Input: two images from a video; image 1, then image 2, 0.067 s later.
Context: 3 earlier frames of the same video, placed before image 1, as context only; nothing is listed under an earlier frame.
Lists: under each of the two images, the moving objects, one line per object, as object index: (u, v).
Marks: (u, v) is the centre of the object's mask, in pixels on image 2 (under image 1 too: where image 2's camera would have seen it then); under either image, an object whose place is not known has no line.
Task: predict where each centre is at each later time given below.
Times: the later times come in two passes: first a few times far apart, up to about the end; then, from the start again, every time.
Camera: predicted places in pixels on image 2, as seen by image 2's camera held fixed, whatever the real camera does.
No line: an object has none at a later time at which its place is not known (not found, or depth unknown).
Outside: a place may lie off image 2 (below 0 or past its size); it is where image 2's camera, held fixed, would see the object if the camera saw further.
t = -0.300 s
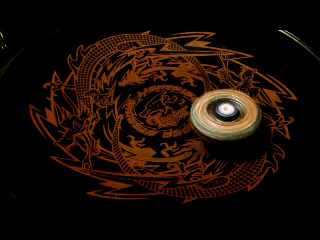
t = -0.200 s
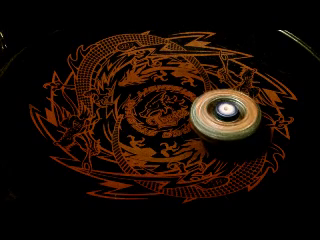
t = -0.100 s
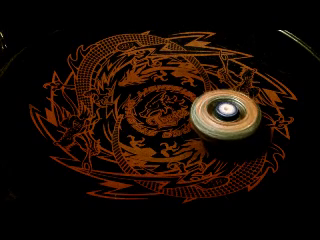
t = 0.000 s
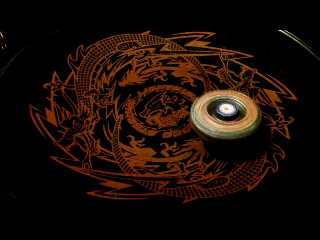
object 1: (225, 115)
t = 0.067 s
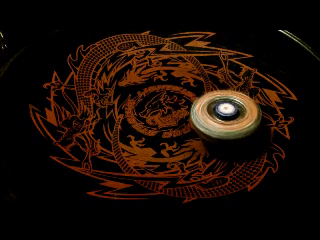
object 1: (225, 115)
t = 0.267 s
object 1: (225, 115)
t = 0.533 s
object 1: (225, 115)
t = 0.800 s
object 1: (225, 115)
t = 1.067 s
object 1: (225, 115)
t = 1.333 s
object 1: (225, 115)
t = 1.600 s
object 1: (225, 115)
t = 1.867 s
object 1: (225, 115)
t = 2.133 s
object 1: (225, 115)
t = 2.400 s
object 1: (225, 115)
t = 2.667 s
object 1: (225, 115)
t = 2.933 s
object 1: (225, 115)
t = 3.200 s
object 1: (225, 115)
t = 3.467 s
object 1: (225, 115)
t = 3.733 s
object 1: (225, 115)
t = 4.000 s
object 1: (225, 115)
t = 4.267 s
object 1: (225, 115)
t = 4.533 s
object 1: (225, 114)
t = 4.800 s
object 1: (226, 115)
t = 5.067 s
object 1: (224, 115)
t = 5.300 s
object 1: (234, 116)
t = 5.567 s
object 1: (226, 114)
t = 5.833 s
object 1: (226, 112)
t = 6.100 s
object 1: (226, 112)
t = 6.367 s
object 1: (224, 110)
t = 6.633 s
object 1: (224, 109)
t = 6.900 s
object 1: (222, 111)
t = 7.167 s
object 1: (226, 110)
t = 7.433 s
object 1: (225, 113)
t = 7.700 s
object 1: (226, 111)
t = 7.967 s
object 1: (228, 110)
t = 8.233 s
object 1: (222, 111)
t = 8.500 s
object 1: (224, 108)
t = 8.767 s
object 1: (221, 112)
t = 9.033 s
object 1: (218, 109)
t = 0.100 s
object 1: (225, 115)
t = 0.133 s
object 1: (225, 115)
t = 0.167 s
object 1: (225, 115)
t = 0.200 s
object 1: (225, 115)
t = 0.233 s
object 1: (225, 115)
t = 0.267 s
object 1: (225, 115)
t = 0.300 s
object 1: (225, 115)
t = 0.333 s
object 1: (225, 115)
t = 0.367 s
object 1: (225, 115)
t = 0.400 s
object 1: (225, 115)
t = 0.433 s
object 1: (225, 115)
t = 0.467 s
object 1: (225, 115)
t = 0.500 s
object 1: (225, 115)
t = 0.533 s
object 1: (225, 115)
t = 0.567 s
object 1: (225, 115)
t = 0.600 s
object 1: (225, 115)
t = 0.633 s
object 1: (225, 115)
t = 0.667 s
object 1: (225, 115)
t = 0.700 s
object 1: (225, 115)
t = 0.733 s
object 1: (225, 115)
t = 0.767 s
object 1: (225, 114)
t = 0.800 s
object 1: (225, 115)
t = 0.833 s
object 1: (225, 115)
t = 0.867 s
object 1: (225, 115)
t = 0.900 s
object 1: (225, 115)
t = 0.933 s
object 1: (225, 115)
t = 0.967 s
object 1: (225, 115)
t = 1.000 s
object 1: (225, 115)
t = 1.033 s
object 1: (225, 115)
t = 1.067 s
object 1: (225, 115)
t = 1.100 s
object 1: (225, 115)
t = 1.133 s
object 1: (225, 115)
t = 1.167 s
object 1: (225, 115)
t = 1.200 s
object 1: (225, 115)
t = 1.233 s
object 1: (225, 115)
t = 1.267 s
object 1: (225, 115)
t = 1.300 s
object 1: (225, 115)
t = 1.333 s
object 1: (225, 115)
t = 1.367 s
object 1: (225, 115)
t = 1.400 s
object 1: (225, 115)
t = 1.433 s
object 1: (225, 115)
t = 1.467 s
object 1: (225, 115)
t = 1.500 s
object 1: (225, 115)
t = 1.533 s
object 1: (225, 115)
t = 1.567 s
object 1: (225, 115)
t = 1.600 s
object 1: (225, 115)
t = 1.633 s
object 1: (225, 115)
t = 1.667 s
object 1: (225, 115)
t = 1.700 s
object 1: (225, 115)
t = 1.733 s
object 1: (225, 115)
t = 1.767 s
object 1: (225, 115)
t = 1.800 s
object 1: (225, 115)
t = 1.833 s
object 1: (225, 115)
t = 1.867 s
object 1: (225, 115)
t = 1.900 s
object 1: (225, 115)
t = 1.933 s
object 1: (225, 115)
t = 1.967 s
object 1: (225, 115)
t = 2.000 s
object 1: (225, 115)
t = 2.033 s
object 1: (225, 115)
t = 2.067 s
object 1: (225, 115)
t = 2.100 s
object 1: (225, 115)
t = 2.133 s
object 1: (225, 115)
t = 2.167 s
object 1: (225, 115)
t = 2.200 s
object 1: (225, 115)
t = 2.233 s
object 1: (225, 115)
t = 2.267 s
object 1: (225, 115)
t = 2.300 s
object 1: (225, 115)
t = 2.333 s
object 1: (225, 115)
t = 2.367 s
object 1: (225, 115)
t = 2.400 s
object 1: (225, 115)
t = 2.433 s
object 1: (225, 115)
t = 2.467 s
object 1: (225, 115)
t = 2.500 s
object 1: (225, 115)
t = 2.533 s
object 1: (225, 115)
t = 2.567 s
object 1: (225, 115)
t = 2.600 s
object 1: (225, 115)
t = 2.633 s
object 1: (225, 115)
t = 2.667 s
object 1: (225, 115)
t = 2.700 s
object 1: (225, 115)
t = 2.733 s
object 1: (225, 115)
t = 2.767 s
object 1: (225, 115)
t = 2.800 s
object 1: (225, 115)
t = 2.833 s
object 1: (225, 115)
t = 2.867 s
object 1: (225, 115)
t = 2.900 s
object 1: (225, 115)
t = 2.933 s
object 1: (225, 115)
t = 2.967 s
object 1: (225, 115)
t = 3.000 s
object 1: (225, 115)
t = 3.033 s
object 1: (225, 115)
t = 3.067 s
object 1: (225, 115)
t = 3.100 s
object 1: (225, 115)
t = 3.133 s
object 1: (225, 115)
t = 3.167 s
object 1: (225, 115)
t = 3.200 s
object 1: (225, 115)
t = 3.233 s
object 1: (225, 115)
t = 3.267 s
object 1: (225, 115)
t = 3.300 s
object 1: (225, 115)
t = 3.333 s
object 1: (225, 115)
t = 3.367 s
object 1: (225, 115)
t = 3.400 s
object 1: (225, 115)
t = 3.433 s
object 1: (225, 115)
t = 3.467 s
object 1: (225, 115)
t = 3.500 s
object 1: (225, 115)
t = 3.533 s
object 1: (225, 115)
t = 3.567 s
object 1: (225, 115)
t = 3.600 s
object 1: (225, 115)
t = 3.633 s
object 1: (225, 115)
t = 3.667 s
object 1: (225, 115)
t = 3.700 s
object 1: (225, 115)
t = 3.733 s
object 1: (225, 115)
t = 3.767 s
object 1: (225, 115)
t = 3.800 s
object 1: (225, 115)
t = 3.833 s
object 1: (225, 115)
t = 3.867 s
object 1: (225, 115)
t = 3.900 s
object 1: (225, 115)
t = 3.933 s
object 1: (225, 114)
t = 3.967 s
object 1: (225, 115)
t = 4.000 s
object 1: (225, 115)
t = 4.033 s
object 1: (225, 115)
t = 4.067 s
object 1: (225, 115)
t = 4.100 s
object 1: (225, 115)
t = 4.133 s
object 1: (225, 115)
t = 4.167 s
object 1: (225, 115)
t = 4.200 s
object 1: (225, 115)
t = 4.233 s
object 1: (225, 115)
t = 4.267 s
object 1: (225, 115)
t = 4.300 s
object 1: (225, 115)
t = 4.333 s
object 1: (225, 115)
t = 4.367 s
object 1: (225, 115)
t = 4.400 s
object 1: (225, 115)
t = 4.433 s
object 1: (225, 115)
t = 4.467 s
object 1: (225, 114)
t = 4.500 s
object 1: (225, 114)
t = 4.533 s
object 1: (225, 114)
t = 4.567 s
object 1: (225, 115)
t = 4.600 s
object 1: (225, 115)
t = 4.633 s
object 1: (225, 115)
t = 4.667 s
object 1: (225, 115)
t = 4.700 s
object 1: (225, 115)
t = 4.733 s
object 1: (225, 115)
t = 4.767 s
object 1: (225, 116)
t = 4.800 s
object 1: (226, 115)
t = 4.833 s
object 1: (226, 115)
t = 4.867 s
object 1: (226, 115)
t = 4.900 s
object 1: (226, 114)
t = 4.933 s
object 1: (225, 114)
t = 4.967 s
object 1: (225, 114)
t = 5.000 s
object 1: (224, 114)
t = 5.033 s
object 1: (223, 115)
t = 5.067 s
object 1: (224, 115)
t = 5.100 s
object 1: (224, 116)
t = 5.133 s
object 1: (224, 117)
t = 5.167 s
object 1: (226, 118)
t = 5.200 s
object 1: (229, 119)
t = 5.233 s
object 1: (232, 119)
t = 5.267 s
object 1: (234, 117)
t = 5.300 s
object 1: (234, 116)
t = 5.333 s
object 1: (233, 115)
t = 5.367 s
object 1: (230, 115)
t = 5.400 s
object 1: (227, 115)
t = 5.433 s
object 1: (223, 116)
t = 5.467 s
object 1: (222, 116)
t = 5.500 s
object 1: (223, 115)
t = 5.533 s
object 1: (225, 114)
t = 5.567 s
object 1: (226, 114)
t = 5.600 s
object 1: (227, 114)
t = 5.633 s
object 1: (227, 114)
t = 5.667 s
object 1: (227, 112)
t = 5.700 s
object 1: (227, 112)
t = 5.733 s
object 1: (228, 110)
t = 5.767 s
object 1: (226, 110)
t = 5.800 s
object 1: (226, 111)
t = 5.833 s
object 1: (226, 112)
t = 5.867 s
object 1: (224, 112)
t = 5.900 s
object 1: (224, 111)
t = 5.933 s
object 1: (224, 112)
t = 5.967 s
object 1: (224, 113)
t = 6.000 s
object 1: (224, 114)
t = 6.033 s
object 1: (224, 114)
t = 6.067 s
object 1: (225, 112)
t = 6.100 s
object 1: (226, 112)
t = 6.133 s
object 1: (227, 110)
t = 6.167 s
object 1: (226, 112)
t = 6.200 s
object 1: (225, 111)
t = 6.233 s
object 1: (224, 111)
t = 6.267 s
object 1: (223, 108)
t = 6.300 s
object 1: (223, 107)
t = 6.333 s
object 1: (224, 109)
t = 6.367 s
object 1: (224, 110)
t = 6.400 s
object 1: (222, 111)
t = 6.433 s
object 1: (222, 113)
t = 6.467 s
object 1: (222, 113)
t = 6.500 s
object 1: (222, 111)
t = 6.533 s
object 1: (224, 111)
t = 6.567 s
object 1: (225, 111)
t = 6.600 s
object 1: (225, 111)
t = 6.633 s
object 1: (224, 109)
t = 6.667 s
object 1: (224, 110)
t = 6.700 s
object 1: (225, 108)
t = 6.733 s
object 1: (223, 107)
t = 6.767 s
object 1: (224, 109)
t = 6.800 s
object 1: (224, 111)
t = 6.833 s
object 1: (223, 111)
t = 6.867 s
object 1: (222, 110)
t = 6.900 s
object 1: (222, 111)
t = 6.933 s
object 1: (223, 111)
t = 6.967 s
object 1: (225, 111)
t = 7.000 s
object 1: (225, 112)
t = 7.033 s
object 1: (226, 112)
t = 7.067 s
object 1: (225, 111)
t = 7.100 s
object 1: (225, 110)
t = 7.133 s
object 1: (227, 109)
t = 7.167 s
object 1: (226, 110)
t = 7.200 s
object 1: (226, 111)
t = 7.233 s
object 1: (224, 111)
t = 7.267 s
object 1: (223, 111)
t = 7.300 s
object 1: (222, 110)
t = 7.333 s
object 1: (222, 111)
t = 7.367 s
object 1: (224, 111)
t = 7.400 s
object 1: (225, 112)
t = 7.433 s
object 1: (225, 113)
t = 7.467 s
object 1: (226, 112)
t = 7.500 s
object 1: (226, 111)
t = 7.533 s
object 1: (226, 109)
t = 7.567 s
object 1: (227, 109)
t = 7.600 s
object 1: (229, 109)
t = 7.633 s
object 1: (227, 109)
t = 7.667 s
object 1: (225, 109)
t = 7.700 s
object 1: (226, 111)
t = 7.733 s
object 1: (224, 111)
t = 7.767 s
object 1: (223, 110)
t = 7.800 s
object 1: (223, 112)
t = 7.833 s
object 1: (224, 111)
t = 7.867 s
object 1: (225, 111)
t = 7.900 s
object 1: (227, 111)
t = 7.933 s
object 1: (228, 110)
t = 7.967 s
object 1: (228, 110)
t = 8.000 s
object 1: (227, 108)
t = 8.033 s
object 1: (228, 110)
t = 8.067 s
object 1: (228, 108)
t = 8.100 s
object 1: (227, 109)
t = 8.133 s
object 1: (227, 109)
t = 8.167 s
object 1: (226, 111)
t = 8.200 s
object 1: (223, 110)
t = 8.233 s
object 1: (222, 111)
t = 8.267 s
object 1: (222, 112)
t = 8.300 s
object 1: (223, 112)
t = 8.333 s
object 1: (223, 111)
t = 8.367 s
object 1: (223, 109)
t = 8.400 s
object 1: (224, 108)
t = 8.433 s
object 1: (224, 107)
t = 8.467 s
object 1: (224, 108)
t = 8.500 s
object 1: (224, 108)
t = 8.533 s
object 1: (223, 107)
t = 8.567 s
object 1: (222, 107)
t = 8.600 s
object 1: (225, 108)
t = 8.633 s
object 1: (225, 108)
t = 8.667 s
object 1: (223, 109)
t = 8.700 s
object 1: (221, 112)
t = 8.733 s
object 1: (221, 112)
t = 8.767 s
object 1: (221, 112)
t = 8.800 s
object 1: (220, 111)
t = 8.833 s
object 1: (220, 110)
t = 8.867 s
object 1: (220, 110)
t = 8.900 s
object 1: (220, 110)
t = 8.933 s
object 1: (218, 110)
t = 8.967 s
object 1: (217, 108)
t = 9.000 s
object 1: (217, 109)
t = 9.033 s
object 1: (218, 109)
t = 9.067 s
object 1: (216, 109)
